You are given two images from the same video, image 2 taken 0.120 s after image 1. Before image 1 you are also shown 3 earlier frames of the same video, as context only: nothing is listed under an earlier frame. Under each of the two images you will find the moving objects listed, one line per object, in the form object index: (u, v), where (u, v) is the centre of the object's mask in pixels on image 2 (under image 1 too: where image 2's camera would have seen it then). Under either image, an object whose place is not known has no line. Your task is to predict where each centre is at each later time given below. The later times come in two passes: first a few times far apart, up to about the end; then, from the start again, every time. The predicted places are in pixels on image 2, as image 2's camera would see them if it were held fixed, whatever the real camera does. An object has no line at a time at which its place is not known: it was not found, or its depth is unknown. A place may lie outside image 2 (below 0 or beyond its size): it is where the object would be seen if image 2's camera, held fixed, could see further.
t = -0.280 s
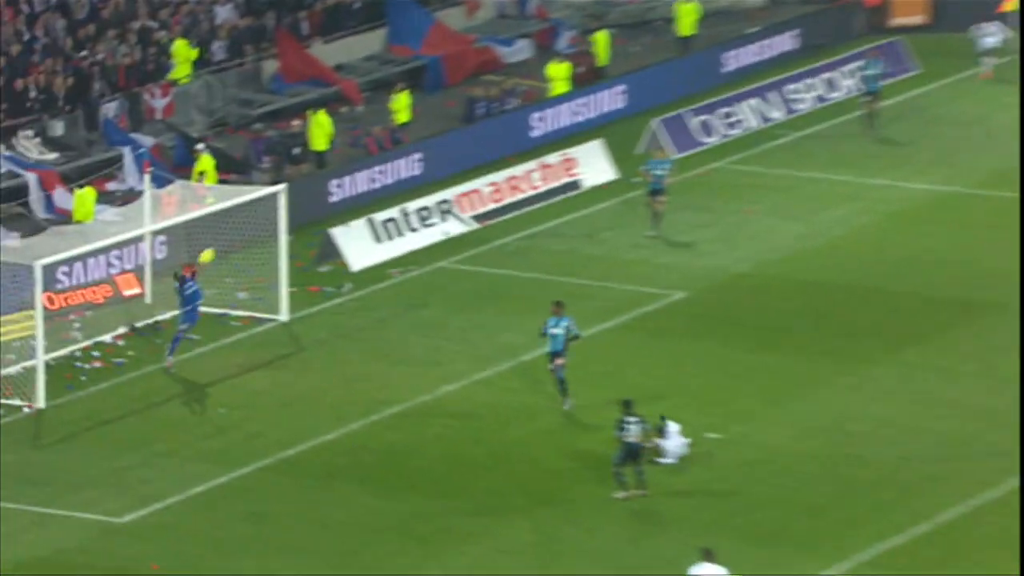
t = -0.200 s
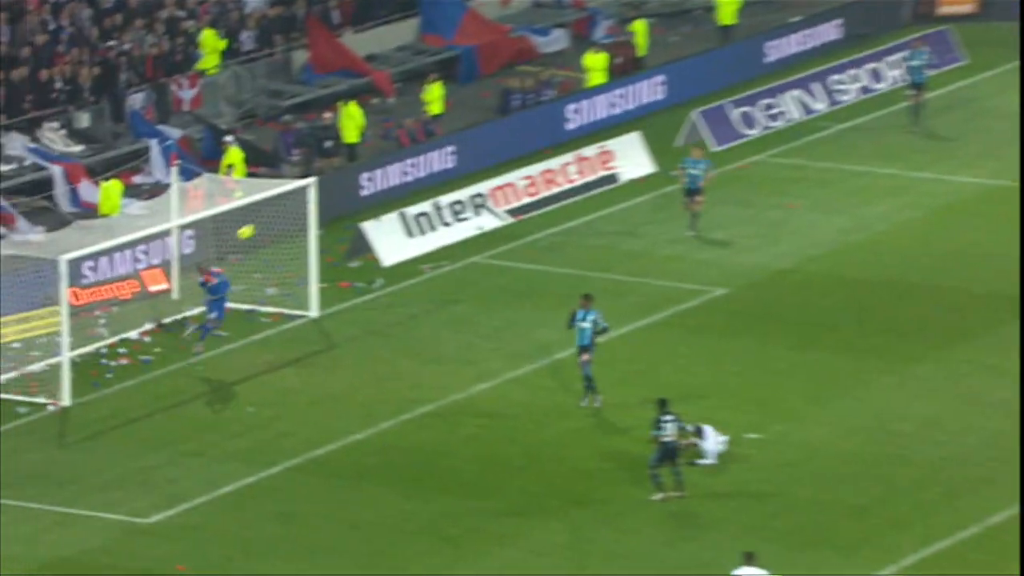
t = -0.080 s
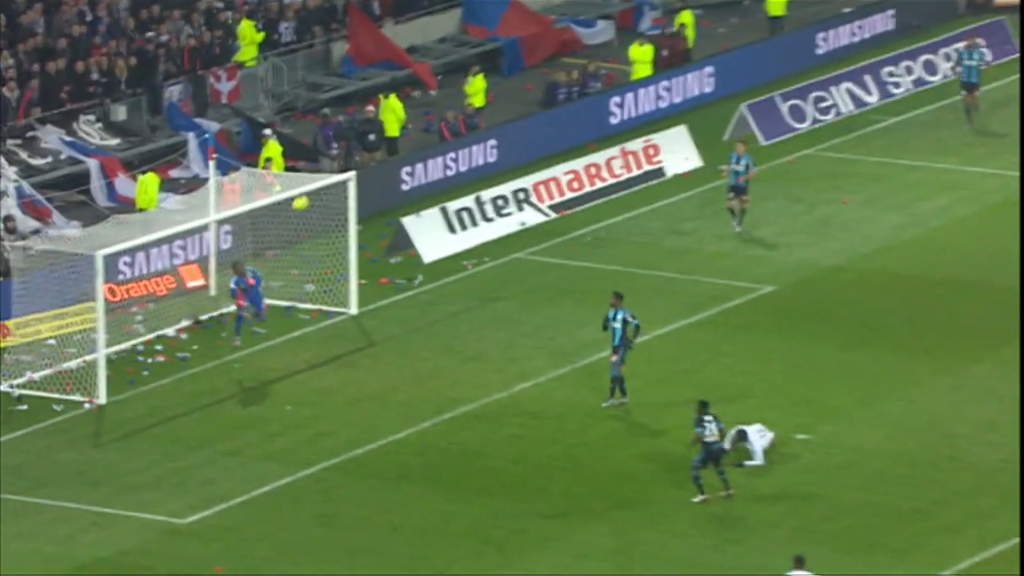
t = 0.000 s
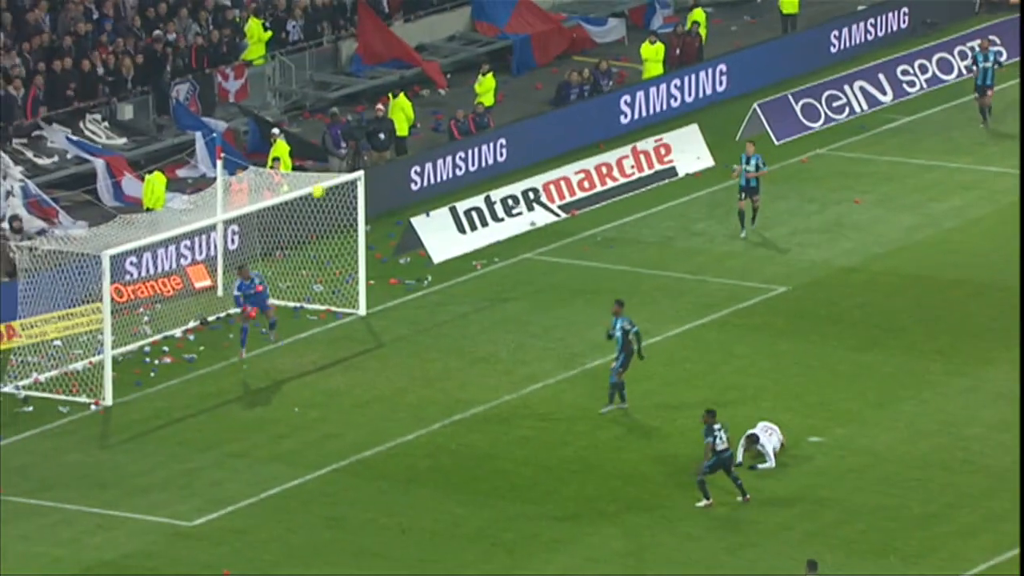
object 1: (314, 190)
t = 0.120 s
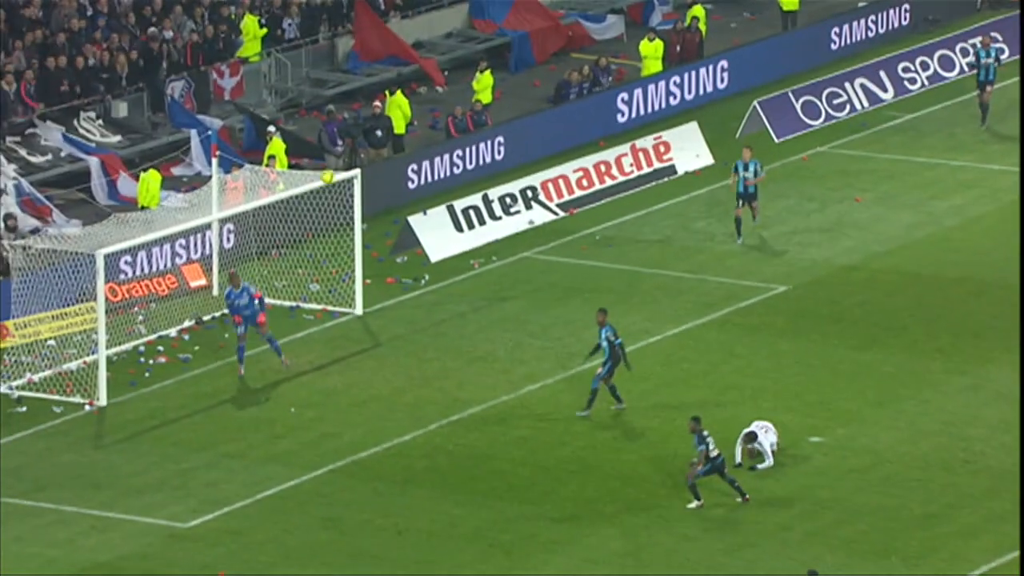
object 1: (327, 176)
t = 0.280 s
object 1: (343, 172)
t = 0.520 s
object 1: (365, 191)
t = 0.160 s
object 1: (332, 174)
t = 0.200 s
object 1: (336, 173)
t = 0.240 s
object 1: (339, 172)
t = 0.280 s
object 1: (343, 172)
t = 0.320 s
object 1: (348, 173)
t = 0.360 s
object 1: (351, 174)
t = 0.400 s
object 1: (355, 177)
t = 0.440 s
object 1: (358, 181)
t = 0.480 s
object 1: (361, 185)
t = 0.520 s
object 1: (365, 191)
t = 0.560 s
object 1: (369, 196)
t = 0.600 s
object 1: (372, 204)
